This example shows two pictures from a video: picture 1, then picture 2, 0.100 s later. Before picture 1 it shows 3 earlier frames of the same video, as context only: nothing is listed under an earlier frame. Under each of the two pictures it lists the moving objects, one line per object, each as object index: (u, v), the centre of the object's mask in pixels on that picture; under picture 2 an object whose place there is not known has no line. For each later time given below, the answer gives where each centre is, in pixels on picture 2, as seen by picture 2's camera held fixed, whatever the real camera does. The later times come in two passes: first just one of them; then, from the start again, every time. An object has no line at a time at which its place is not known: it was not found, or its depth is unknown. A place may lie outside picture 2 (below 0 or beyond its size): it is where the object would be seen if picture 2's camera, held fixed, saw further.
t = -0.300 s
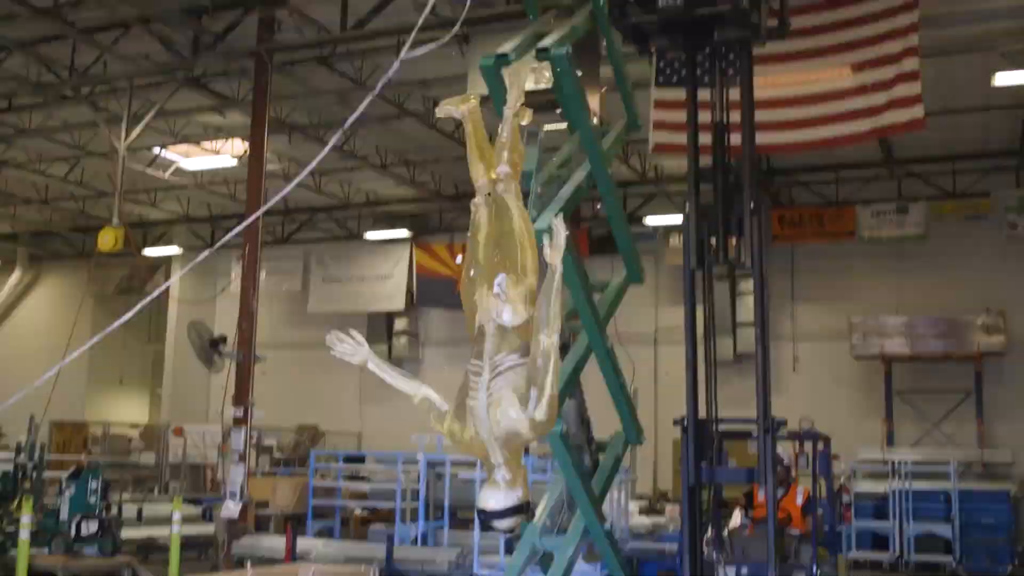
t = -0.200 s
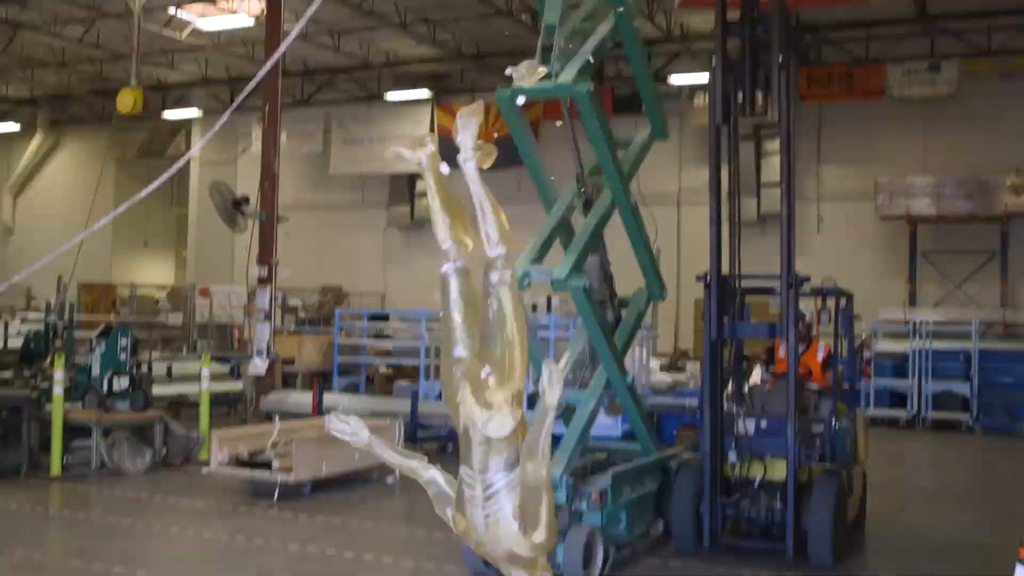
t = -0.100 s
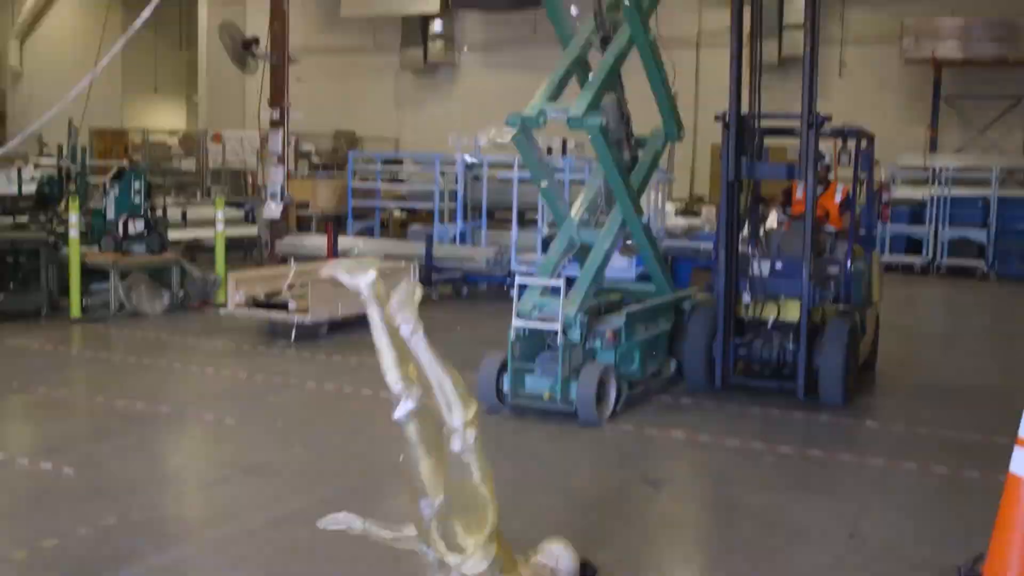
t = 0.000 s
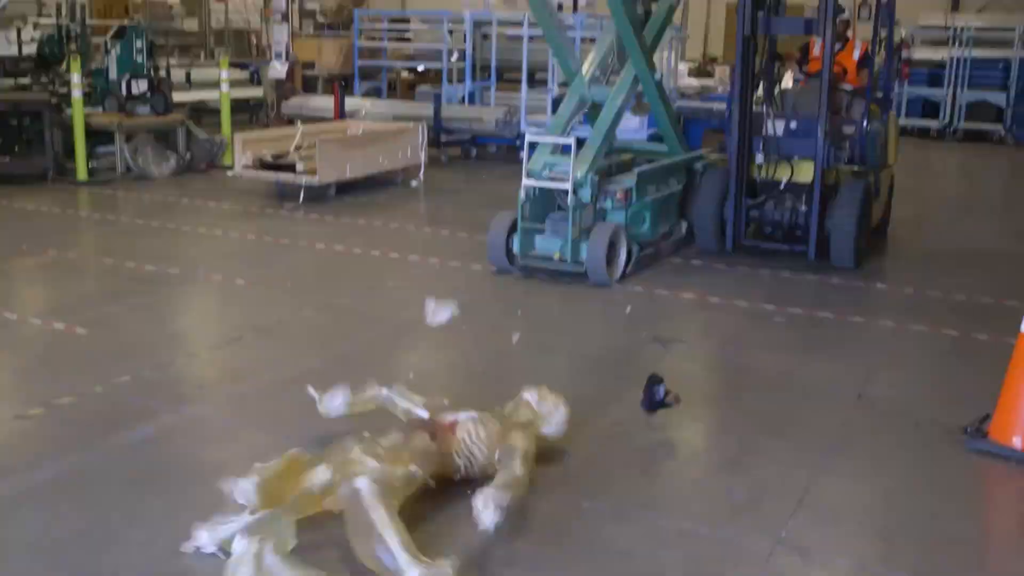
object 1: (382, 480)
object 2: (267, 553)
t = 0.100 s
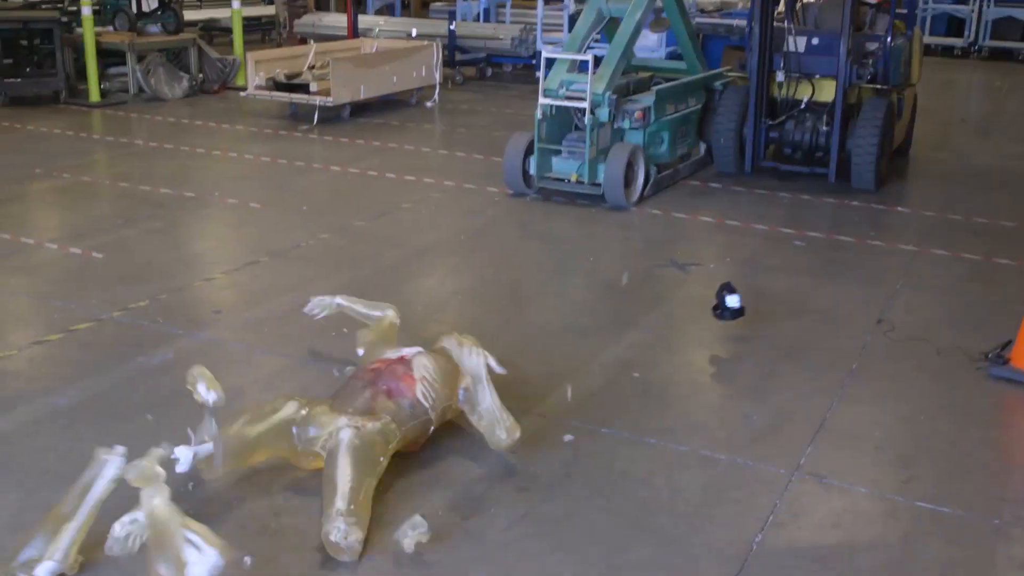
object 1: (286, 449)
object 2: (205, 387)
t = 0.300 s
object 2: (-12, 316)
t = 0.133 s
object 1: (310, 441)
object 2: (170, 369)
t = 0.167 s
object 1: (278, 445)
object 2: (139, 354)
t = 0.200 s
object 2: (103, 338)
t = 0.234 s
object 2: (64, 327)
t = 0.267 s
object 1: (264, 472)
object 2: (27, 319)
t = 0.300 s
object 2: (-12, 316)
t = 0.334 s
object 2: (-37, 308)
